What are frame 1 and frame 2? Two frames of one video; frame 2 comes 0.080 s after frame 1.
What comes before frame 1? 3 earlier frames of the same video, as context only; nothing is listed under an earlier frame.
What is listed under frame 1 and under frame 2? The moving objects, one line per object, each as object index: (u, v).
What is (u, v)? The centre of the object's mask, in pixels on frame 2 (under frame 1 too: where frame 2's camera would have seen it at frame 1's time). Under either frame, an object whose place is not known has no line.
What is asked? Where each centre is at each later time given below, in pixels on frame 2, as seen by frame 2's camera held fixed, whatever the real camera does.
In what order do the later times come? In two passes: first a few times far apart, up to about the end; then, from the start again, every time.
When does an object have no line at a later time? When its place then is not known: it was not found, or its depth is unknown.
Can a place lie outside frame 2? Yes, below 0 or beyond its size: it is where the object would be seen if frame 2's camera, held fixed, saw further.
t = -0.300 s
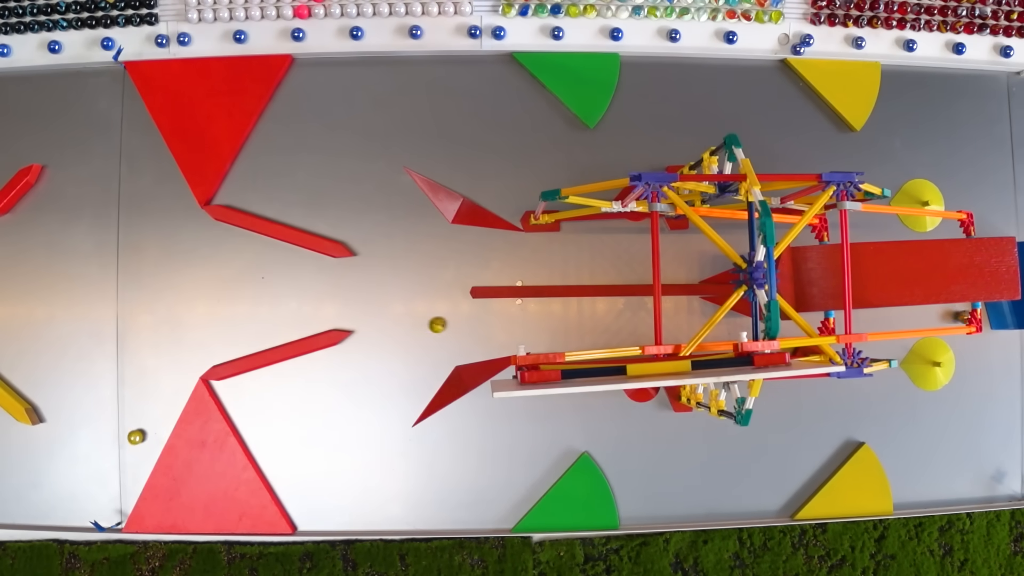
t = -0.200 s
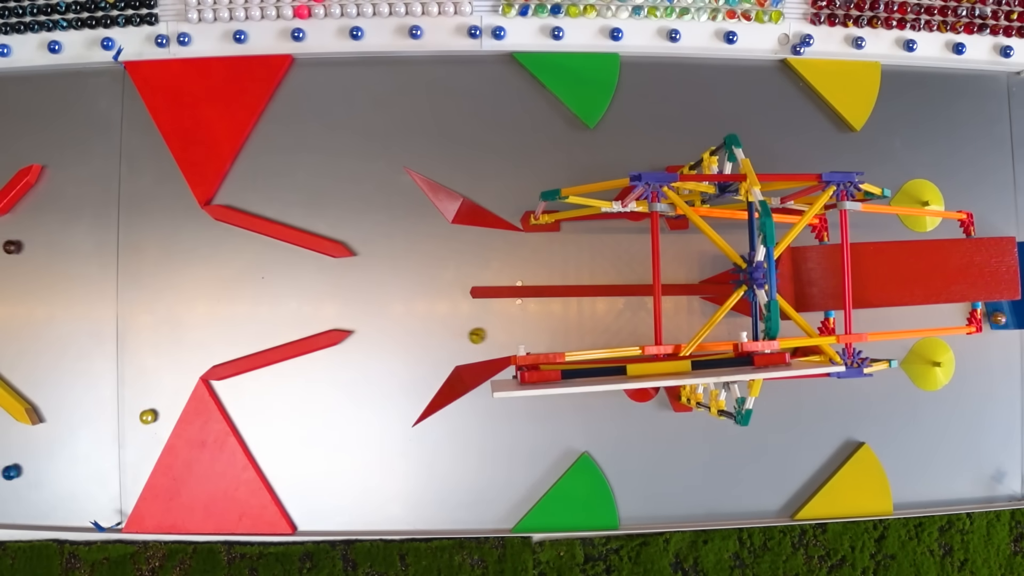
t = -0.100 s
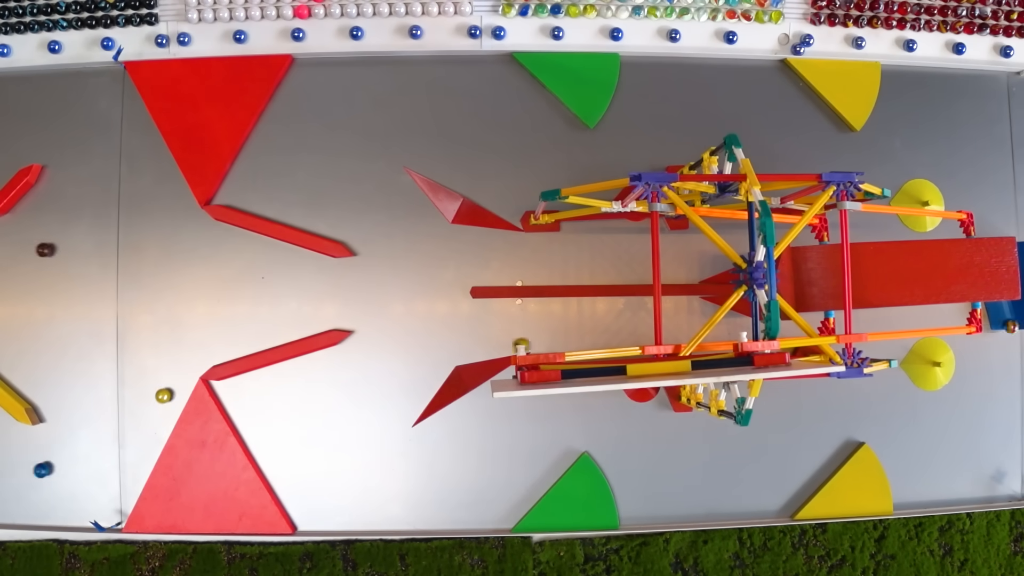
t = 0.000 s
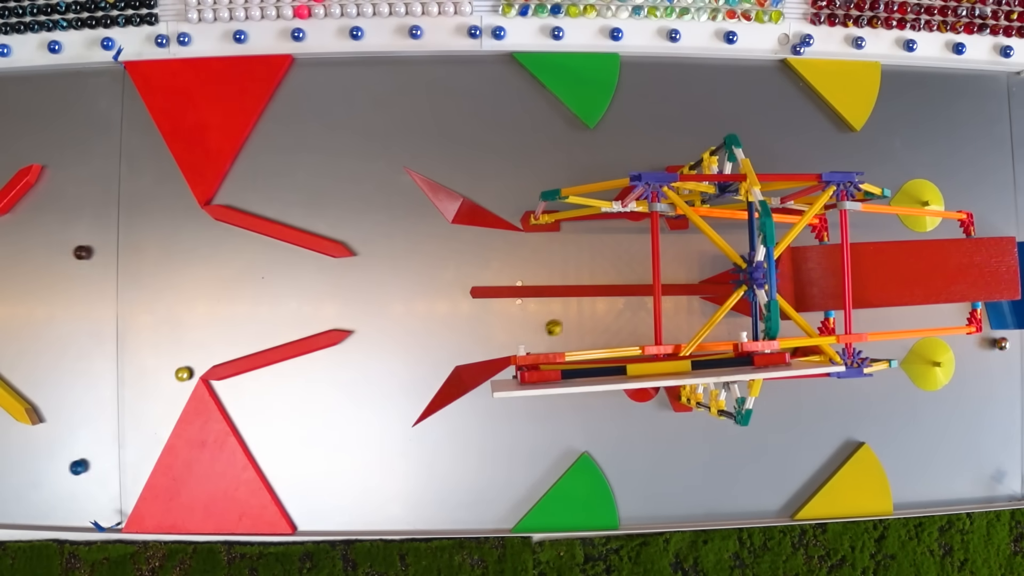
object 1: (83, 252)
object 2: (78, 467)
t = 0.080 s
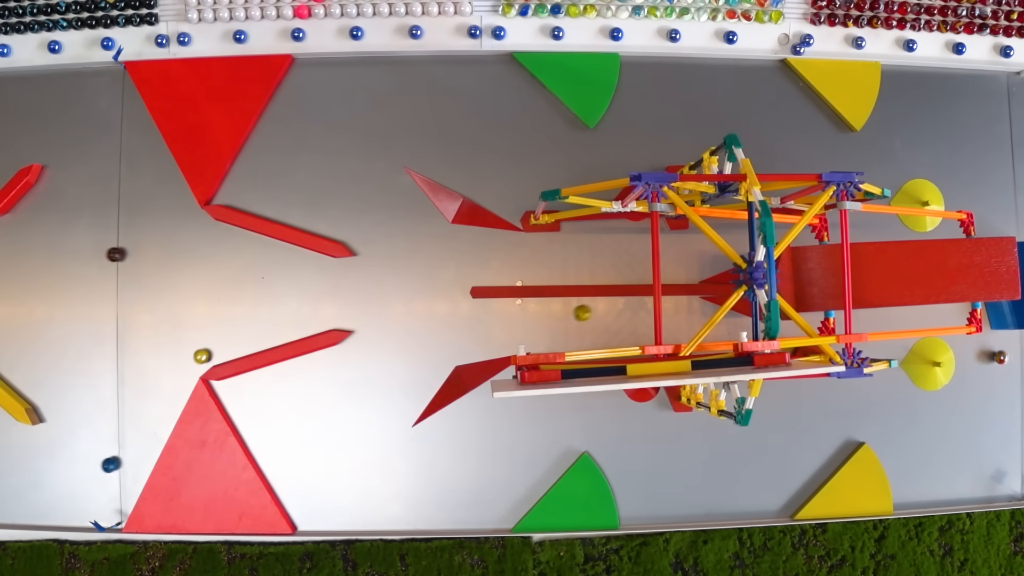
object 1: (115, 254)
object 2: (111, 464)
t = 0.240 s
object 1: (191, 258)
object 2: (150, 442)
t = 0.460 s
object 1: (311, 262)
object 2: (174, 387)
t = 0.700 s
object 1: (404, 297)
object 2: (225, 324)
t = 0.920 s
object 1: (511, 333)
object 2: (295, 267)
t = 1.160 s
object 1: (642, 335)
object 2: (356, 294)
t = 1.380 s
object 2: (431, 324)
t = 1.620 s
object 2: (522, 339)
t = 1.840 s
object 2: (553, 305)
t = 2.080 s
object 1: (1006, 323)
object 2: (609, 304)
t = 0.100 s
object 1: (125, 255)
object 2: (119, 464)
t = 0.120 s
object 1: (133, 255)
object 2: (127, 463)
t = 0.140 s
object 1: (143, 256)
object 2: (136, 462)
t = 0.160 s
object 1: (152, 256)
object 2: (145, 461)
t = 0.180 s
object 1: (161, 257)
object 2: (149, 458)
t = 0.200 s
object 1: (171, 257)
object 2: (149, 453)
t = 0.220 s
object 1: (181, 257)
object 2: (149, 447)
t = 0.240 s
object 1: (191, 258)
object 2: (150, 442)
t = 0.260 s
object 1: (201, 258)
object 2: (151, 437)
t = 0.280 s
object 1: (211, 259)
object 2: (152, 432)
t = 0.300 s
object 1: (222, 259)
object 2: (154, 427)
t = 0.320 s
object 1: (232, 260)
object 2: (156, 422)
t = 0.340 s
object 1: (243, 260)
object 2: (158, 417)
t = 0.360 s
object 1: (254, 261)
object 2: (160, 412)
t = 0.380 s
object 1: (266, 261)
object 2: (163, 407)
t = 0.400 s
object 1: (277, 261)
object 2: (166, 402)
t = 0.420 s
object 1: (289, 262)
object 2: (168, 397)
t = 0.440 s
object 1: (301, 262)
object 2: (171, 392)
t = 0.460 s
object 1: (311, 262)
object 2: (174, 387)
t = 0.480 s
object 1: (319, 261)
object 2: (177, 382)
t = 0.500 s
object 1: (326, 265)
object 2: (181, 376)
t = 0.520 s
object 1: (332, 268)
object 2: (185, 371)
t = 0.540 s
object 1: (340, 272)
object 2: (189, 366)
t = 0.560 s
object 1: (347, 275)
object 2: (193, 361)
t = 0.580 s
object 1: (355, 278)
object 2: (197, 356)
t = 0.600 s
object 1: (363, 281)
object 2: (201, 350)
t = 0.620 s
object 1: (370, 284)
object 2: (206, 345)
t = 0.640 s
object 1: (379, 288)
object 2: (210, 340)
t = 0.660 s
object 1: (387, 291)
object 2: (215, 335)
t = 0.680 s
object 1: (396, 294)
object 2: (220, 330)
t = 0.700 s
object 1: (404, 297)
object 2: (225, 324)
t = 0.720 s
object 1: (413, 300)
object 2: (230, 320)
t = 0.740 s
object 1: (423, 304)
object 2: (236, 314)
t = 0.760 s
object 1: (431, 307)
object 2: (242, 309)
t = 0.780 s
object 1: (441, 310)
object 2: (248, 304)
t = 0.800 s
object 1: (450, 313)
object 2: (254, 299)
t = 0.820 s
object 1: (460, 317)
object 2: (260, 293)
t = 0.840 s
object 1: (470, 320)
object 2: (267, 288)
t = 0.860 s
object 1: (480, 323)
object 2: (273, 283)
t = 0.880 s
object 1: (490, 326)
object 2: (280, 278)
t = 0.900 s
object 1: (500, 329)
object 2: (288, 273)
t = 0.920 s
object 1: (511, 333)
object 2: (295, 267)
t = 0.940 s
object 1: (522, 336)
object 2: (302, 262)
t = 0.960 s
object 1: (532, 339)
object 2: (309, 258)
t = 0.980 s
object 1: (543, 342)
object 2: (312, 263)
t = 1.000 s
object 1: (555, 345)
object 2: (316, 268)
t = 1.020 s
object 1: (565, 344)
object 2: (320, 272)
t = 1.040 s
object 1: (575, 342)
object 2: (324, 276)
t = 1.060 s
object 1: (587, 340)
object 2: (329, 279)
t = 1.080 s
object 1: (597, 339)
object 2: (334, 282)
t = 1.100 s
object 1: (608, 338)
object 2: (339, 285)
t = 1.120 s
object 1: (620, 337)
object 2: (345, 288)
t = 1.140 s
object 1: (631, 336)
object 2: (350, 291)
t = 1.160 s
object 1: (642, 335)
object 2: (356, 294)
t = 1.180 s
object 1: (650, 334)
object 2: (362, 297)
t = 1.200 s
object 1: (667, 333)
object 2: (368, 299)
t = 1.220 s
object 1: (677, 332)
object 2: (374, 302)
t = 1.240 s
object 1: (689, 331)
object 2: (380, 305)
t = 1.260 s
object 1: (698, 327)
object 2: (387, 308)
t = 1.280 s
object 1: (715, 330)
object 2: (394, 311)
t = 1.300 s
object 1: (725, 327)
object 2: (401, 313)
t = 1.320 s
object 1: (738, 326)
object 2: (408, 316)
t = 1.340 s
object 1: (747, 325)
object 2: (415, 319)
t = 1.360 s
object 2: (423, 321)
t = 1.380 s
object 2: (431, 324)
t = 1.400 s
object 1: (787, 326)
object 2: (439, 326)
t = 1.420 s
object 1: (793, 326)
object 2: (447, 329)
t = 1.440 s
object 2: (455, 331)
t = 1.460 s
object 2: (464, 334)
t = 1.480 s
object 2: (472, 336)
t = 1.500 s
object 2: (481, 339)
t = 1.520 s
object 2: (490, 341)
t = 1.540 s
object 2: (499, 343)
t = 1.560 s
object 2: (508, 346)
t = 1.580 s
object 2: (516, 346)
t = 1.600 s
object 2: (522, 344)
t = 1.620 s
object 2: (522, 339)
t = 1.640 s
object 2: (523, 336)
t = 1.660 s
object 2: (524, 331)
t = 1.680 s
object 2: (527, 327)
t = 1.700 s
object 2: (530, 323)
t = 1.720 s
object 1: (884, 342)
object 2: (532, 319)
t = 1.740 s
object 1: (890, 342)
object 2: (536, 315)
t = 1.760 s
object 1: (897, 342)
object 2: (539, 311)
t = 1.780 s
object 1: (903, 342)
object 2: (542, 307)
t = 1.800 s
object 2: (546, 305)
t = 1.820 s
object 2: (549, 305)
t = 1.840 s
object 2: (553, 305)
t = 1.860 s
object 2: (557, 305)
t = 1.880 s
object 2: (561, 305)
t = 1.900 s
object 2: (565, 305)
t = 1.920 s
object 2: (569, 305)
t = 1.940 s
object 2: (573, 305)
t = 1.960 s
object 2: (578, 305)
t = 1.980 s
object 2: (583, 305)
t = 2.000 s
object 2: (588, 305)
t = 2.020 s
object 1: (986, 328)
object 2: (593, 304)
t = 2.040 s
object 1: (991, 326)
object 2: (598, 304)
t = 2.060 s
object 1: (999, 324)
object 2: (603, 304)
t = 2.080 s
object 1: (1006, 323)
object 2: (609, 304)
